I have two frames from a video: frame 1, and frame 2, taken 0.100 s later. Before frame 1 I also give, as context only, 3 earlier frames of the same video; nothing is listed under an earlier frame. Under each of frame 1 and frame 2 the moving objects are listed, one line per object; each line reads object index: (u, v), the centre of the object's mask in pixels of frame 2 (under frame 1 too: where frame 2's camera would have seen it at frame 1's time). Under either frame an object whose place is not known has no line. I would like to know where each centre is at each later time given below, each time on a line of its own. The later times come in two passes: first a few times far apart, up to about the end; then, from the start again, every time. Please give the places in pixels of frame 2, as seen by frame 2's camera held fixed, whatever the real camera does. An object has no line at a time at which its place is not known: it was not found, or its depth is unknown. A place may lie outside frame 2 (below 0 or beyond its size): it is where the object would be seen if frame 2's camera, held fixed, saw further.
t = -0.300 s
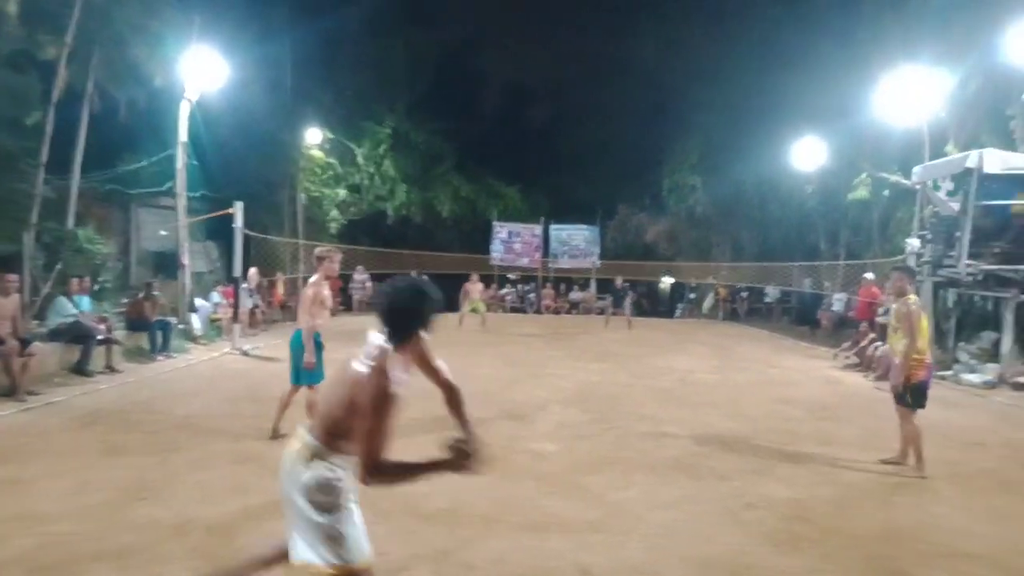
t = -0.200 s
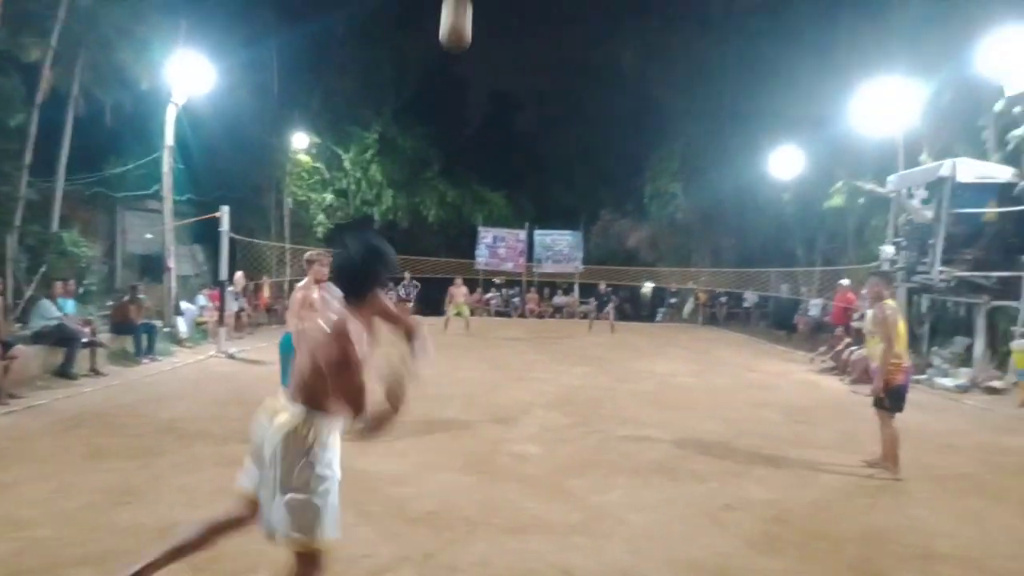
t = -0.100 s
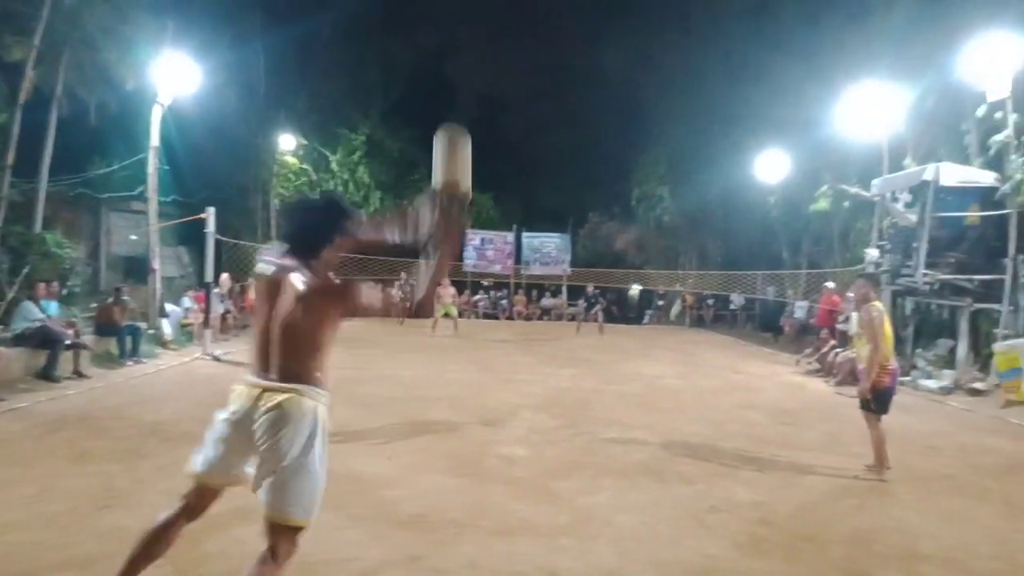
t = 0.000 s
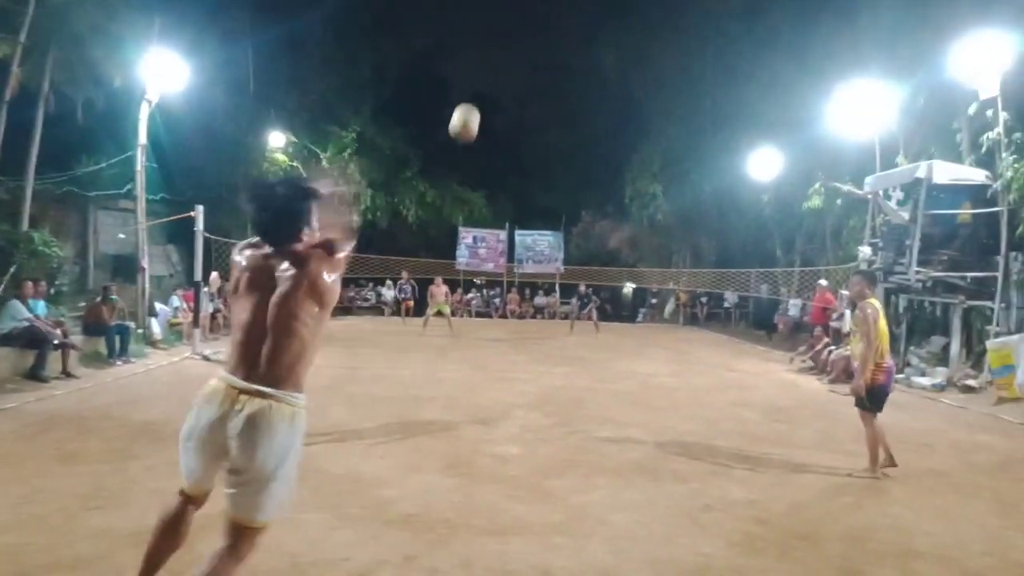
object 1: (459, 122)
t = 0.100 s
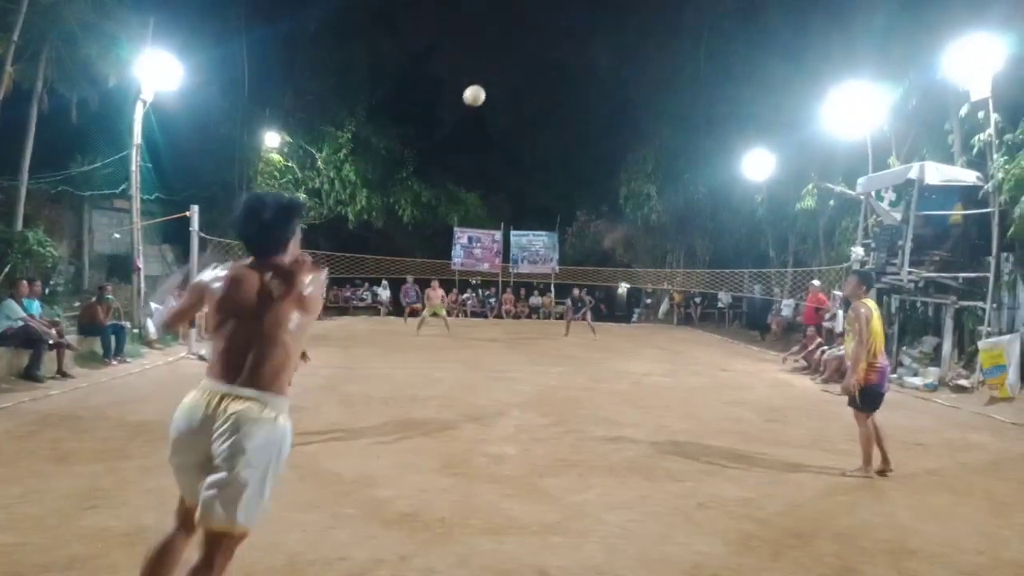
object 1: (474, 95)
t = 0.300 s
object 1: (490, 104)
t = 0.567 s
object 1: (506, 157)
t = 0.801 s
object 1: (521, 214)
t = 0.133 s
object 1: (477, 93)
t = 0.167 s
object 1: (481, 93)
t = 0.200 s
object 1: (484, 94)
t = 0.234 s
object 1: (487, 96)
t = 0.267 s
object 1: (488, 100)
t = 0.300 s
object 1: (490, 104)
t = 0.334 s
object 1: (493, 109)
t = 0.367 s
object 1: (495, 116)
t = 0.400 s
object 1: (497, 121)
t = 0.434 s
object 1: (498, 127)
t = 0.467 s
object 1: (501, 136)
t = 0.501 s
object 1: (503, 142)
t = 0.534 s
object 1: (505, 150)
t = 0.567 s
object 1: (506, 157)
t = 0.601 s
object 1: (508, 164)
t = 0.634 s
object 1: (511, 174)
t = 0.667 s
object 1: (513, 181)
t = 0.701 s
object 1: (514, 189)
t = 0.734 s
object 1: (517, 199)
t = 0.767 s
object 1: (519, 206)
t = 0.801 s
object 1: (521, 214)
